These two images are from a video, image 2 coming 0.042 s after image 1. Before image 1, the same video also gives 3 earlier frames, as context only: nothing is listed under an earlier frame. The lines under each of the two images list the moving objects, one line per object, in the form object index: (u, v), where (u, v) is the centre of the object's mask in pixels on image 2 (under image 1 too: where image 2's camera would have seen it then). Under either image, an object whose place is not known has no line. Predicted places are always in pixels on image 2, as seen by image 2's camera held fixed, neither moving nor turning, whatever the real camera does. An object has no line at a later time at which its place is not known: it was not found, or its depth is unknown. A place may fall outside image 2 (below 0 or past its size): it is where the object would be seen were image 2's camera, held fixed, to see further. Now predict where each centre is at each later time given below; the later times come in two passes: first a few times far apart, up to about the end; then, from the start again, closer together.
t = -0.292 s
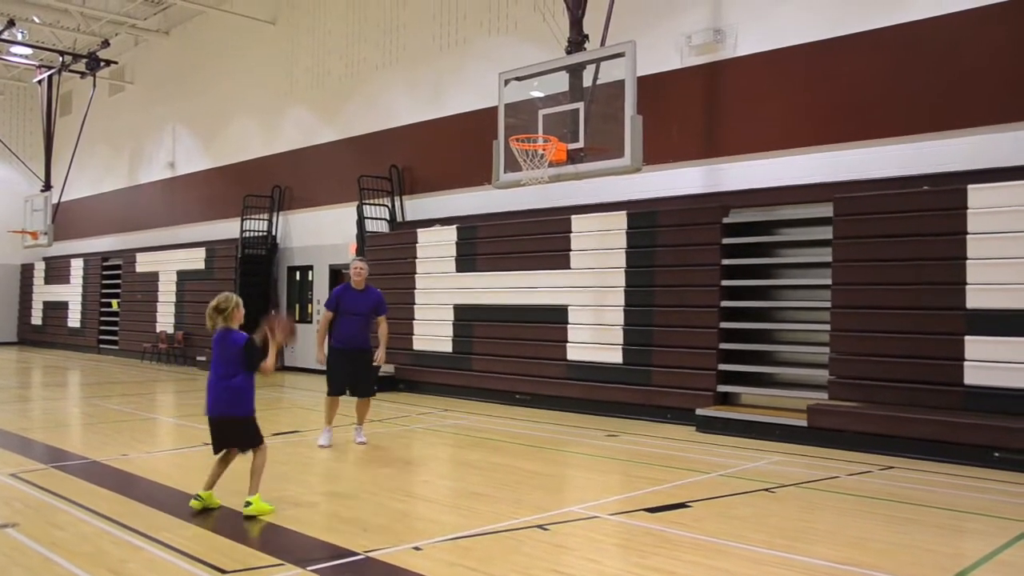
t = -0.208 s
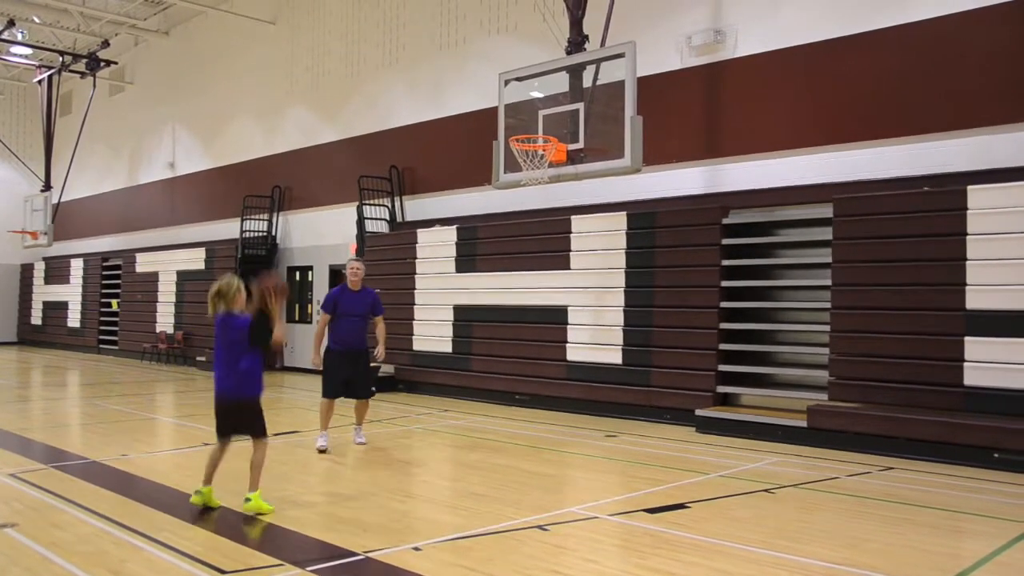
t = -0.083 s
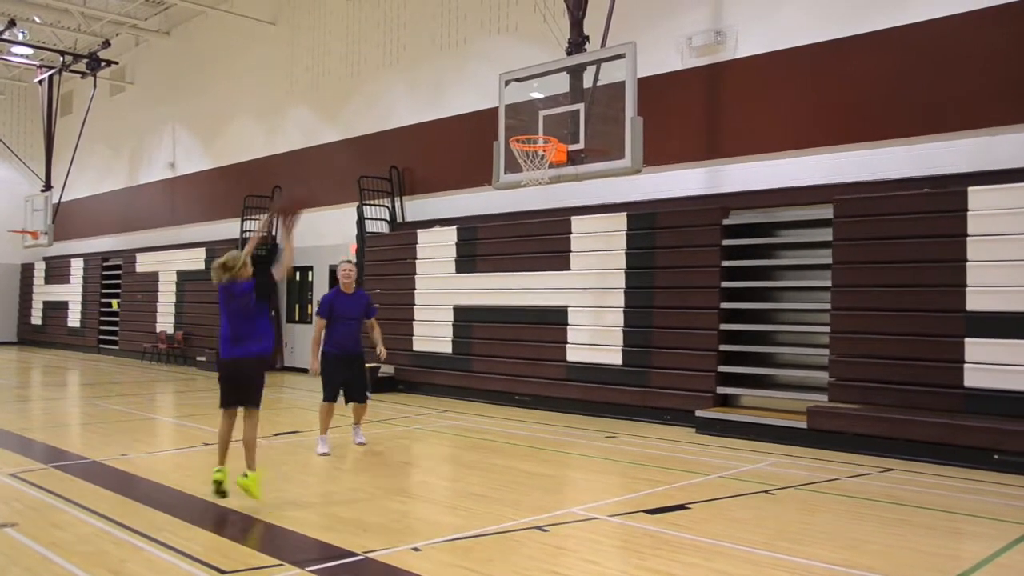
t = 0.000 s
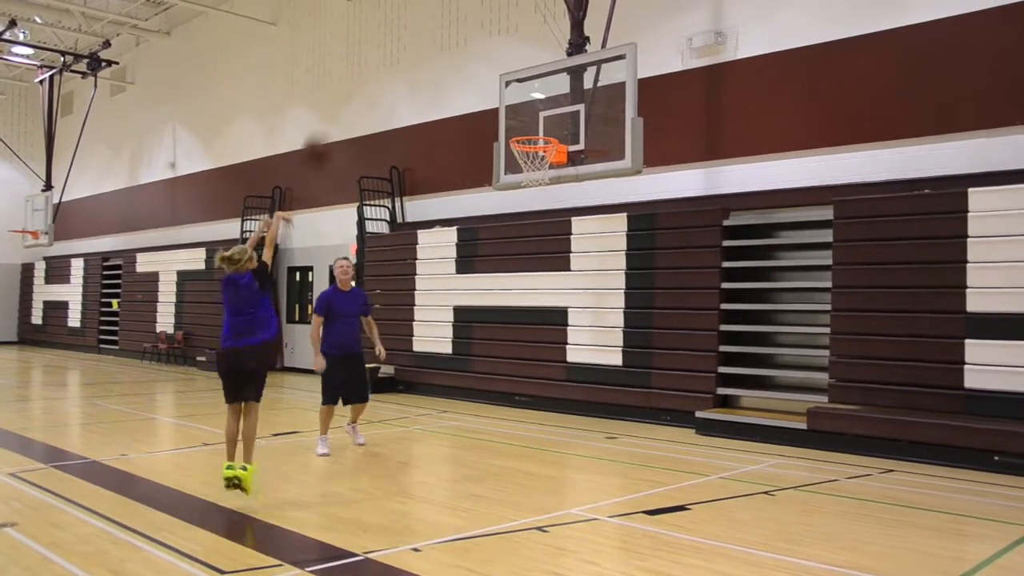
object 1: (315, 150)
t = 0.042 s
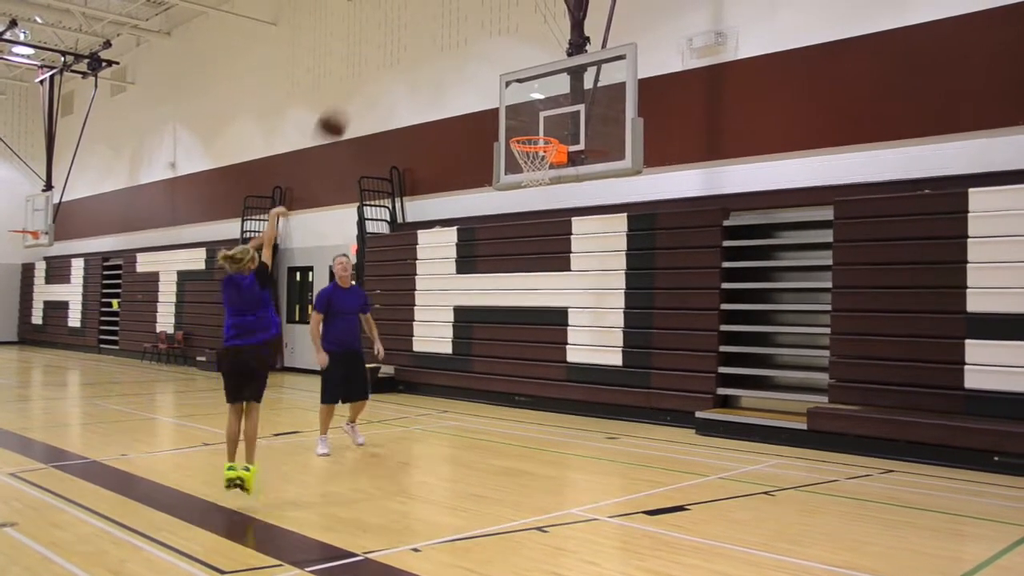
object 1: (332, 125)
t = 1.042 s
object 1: (549, 181)
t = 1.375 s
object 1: (561, 308)
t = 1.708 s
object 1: (563, 373)
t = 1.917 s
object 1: (557, 314)
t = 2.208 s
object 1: (543, 295)
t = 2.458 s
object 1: (531, 337)
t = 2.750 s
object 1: (518, 407)
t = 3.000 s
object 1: (507, 357)
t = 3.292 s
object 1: (496, 370)
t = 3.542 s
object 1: (485, 420)
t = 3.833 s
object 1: (478, 387)
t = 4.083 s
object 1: (470, 414)
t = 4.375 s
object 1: (462, 401)
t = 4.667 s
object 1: (452, 428)
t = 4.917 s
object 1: (448, 411)
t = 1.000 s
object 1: (546, 171)
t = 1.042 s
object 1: (549, 181)
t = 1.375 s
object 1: (561, 308)
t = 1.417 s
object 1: (561, 329)
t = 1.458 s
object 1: (565, 354)
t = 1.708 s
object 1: (563, 373)
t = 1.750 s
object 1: (563, 359)
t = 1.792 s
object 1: (561, 342)
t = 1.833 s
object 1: (559, 333)
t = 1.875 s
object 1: (557, 321)
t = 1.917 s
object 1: (557, 314)
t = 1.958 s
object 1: (554, 307)
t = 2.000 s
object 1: (553, 302)
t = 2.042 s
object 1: (550, 297)
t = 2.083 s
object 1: (549, 294)
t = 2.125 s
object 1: (547, 293)
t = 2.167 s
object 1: (545, 293)
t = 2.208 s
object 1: (543, 295)
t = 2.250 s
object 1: (541, 299)
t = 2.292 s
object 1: (539, 305)
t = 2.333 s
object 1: (536, 310)
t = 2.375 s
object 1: (535, 318)
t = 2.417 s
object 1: (534, 328)
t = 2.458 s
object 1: (531, 337)
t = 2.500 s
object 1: (530, 352)
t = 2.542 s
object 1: (527, 368)
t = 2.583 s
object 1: (524, 386)
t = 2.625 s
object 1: (522, 402)
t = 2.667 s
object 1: (519, 421)
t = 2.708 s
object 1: (517, 421)
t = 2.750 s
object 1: (518, 407)
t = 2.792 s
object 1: (516, 396)
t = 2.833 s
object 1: (514, 386)
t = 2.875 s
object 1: (512, 375)
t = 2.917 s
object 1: (510, 369)
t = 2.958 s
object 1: (509, 361)
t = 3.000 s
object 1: (507, 357)
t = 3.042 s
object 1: (505, 355)
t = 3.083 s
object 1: (504, 354)
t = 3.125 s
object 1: (503, 354)
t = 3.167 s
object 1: (502, 356)
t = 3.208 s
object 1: (500, 359)
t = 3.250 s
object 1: (498, 364)
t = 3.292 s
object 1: (496, 370)
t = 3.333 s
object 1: (494, 380)
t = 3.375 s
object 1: (493, 390)
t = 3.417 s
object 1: (491, 400)
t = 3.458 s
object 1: (489, 415)
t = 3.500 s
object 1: (486, 428)
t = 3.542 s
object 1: (485, 420)
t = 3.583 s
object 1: (485, 410)
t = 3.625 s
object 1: (484, 402)
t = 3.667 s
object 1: (483, 395)
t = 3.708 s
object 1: (481, 390)
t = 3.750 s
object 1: (480, 388)
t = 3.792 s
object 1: (479, 387)
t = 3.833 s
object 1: (478, 387)
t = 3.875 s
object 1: (476, 387)
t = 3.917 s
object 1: (476, 388)
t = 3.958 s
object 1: (475, 391)
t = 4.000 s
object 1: (473, 397)
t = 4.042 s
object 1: (472, 404)
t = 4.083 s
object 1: (470, 414)
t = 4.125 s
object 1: (468, 425)
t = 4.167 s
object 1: (467, 426)
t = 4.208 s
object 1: (466, 417)
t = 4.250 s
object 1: (465, 411)
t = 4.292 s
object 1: (464, 406)
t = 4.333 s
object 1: (463, 403)
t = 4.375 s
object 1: (462, 401)
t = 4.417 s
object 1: (461, 401)
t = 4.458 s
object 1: (460, 402)
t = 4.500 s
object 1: (459, 404)
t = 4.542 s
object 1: (457, 410)
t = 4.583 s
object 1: (455, 415)
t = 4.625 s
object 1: (454, 423)
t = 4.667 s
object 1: (452, 428)
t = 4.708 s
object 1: (452, 421)
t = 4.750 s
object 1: (451, 416)
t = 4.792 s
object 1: (450, 413)
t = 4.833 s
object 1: (450, 411)
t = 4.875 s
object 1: (449, 411)
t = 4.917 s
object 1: (448, 411)
